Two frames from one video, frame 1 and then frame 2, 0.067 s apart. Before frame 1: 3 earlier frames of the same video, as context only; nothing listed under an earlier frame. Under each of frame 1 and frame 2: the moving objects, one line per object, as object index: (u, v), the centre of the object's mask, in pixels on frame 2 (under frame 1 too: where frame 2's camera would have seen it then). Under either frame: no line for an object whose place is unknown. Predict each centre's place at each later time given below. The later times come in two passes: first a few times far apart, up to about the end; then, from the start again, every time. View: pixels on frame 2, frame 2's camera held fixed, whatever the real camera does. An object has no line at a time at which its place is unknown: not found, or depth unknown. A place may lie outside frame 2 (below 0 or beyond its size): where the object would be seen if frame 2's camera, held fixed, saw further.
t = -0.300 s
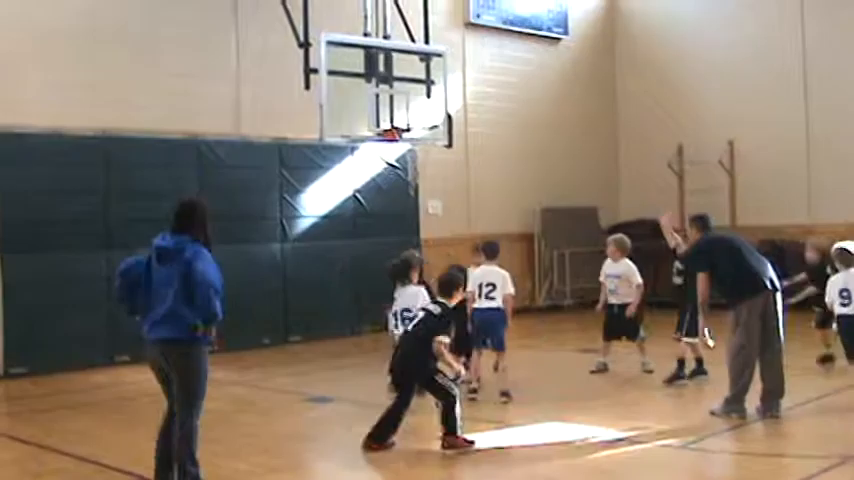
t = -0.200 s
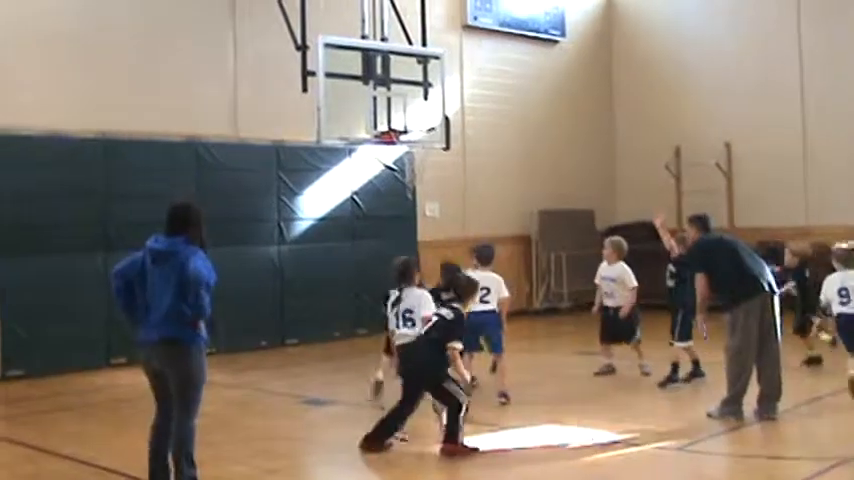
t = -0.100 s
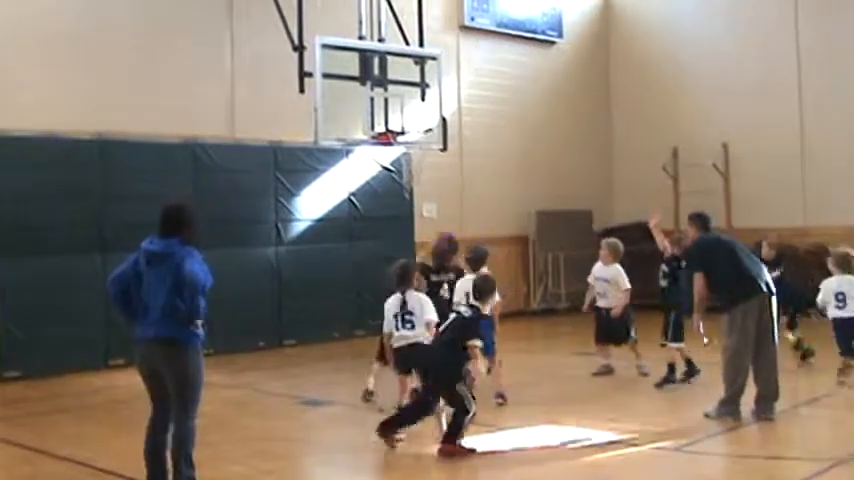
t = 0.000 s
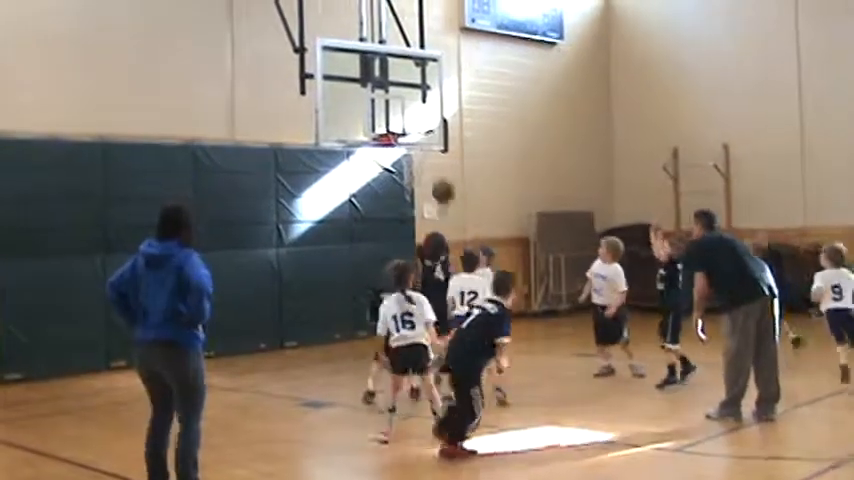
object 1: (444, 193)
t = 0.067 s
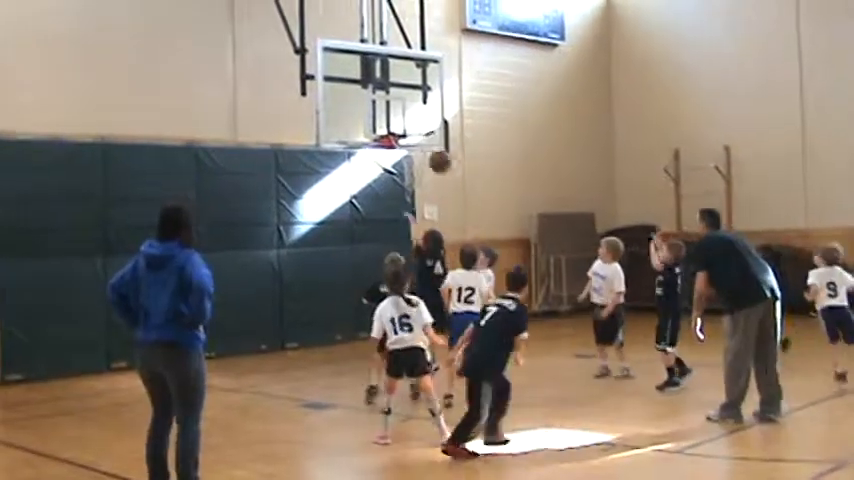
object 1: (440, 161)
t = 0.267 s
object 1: (428, 100)
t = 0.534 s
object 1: (416, 88)
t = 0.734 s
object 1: (420, 115)
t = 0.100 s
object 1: (437, 148)
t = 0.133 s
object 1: (436, 136)
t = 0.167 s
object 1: (434, 126)
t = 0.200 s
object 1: (433, 116)
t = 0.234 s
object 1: (430, 107)
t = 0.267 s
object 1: (428, 100)
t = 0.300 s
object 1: (426, 94)
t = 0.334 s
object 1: (425, 91)
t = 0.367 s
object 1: (423, 88)
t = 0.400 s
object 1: (422, 86)
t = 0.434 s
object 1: (420, 85)
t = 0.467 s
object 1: (419, 85)
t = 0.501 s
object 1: (418, 86)
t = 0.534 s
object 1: (416, 88)
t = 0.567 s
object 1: (416, 91)
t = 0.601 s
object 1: (415, 96)
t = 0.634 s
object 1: (413, 99)
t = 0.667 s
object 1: (411, 105)
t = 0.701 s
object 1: (415, 109)
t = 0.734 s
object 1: (420, 115)
